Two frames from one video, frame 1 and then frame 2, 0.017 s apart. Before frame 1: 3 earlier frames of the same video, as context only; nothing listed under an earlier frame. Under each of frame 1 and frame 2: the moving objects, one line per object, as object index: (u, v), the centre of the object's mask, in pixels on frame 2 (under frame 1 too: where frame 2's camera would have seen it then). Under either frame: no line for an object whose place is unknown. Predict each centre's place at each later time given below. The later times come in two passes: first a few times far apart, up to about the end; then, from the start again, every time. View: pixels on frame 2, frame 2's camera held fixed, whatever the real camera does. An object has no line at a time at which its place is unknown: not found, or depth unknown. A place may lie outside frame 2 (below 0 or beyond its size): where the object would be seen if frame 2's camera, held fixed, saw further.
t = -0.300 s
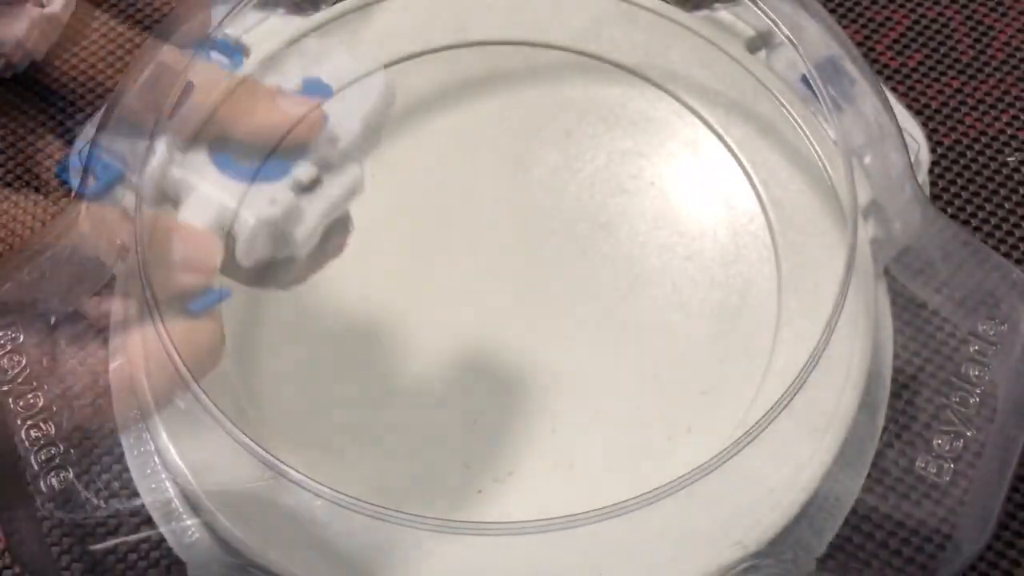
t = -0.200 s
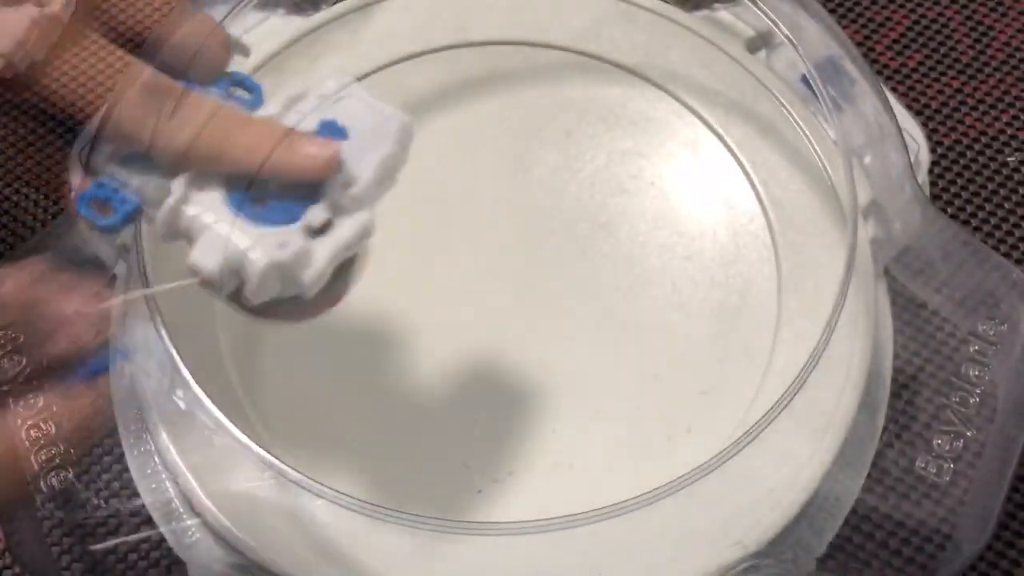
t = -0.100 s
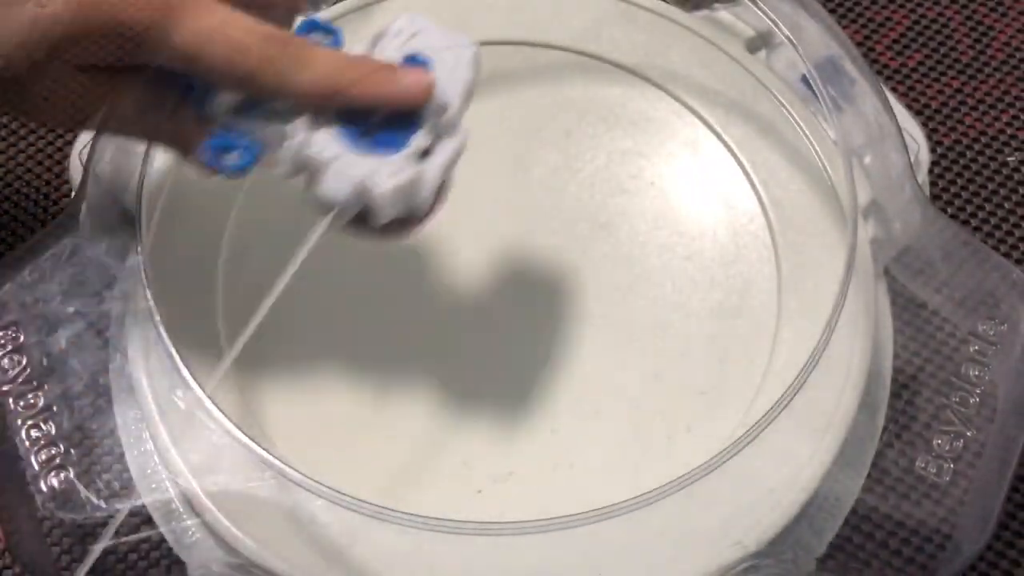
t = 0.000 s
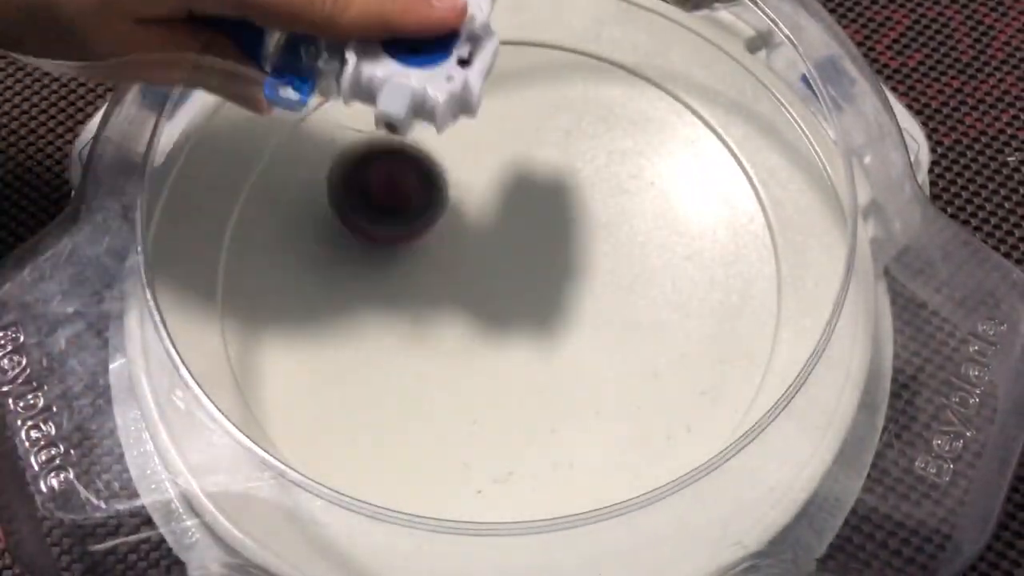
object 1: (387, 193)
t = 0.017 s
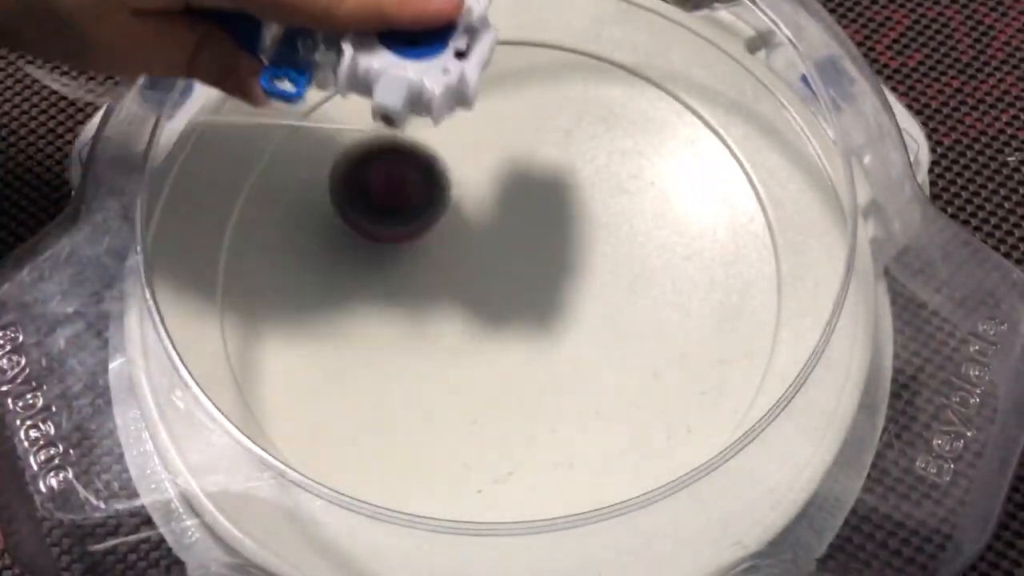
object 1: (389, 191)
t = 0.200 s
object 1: (475, 252)
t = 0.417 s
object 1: (548, 397)
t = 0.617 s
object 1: (425, 467)
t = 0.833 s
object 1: (297, 337)
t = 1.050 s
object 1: (482, 179)
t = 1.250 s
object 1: (726, 227)
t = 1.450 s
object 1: (678, 422)
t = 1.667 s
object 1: (383, 424)
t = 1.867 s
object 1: (355, 164)
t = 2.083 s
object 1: (624, 44)
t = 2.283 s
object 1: (806, 223)
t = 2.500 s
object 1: (685, 420)
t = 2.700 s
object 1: (365, 388)
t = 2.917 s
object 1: (321, 108)
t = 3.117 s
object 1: (569, 57)
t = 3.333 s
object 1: (716, 260)
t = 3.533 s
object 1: (504, 436)
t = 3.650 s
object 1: (319, 392)
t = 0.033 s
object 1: (393, 188)
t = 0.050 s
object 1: (397, 190)
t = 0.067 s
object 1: (402, 194)
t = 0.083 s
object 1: (409, 203)
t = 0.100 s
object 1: (415, 217)
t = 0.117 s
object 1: (423, 226)
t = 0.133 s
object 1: (432, 228)
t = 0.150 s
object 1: (442, 233)
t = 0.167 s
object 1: (452, 238)
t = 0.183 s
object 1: (463, 243)
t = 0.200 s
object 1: (475, 252)
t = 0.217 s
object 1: (485, 258)
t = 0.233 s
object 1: (496, 267)
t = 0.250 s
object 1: (502, 276)
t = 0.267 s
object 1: (513, 287)
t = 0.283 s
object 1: (521, 298)
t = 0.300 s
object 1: (529, 310)
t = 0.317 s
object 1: (535, 322)
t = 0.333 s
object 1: (541, 335)
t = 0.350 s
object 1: (545, 346)
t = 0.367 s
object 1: (548, 359)
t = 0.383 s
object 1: (549, 372)
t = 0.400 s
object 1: (549, 385)
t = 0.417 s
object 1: (548, 397)
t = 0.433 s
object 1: (545, 408)
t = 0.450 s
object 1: (541, 420)
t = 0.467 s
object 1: (535, 430)
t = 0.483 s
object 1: (528, 437)
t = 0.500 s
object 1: (519, 448)
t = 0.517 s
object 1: (508, 454)
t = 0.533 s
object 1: (496, 459)
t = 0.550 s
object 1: (483, 463)
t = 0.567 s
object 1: (470, 466)
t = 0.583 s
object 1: (456, 467)
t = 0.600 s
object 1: (441, 468)
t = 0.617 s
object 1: (425, 467)
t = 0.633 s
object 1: (412, 465)
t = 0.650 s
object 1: (394, 460)
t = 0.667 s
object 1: (376, 455)
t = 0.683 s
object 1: (366, 451)
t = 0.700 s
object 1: (348, 443)
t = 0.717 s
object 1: (334, 433)
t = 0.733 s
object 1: (328, 422)
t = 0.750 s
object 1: (316, 413)
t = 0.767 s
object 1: (306, 401)
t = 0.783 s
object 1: (298, 386)
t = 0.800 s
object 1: (298, 367)
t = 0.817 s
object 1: (297, 353)
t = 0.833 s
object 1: (297, 337)
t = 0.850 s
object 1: (300, 321)
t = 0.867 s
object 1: (307, 304)
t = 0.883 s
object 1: (315, 288)
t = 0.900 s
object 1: (326, 273)
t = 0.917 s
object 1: (338, 259)
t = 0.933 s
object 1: (352, 245)
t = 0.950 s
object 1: (368, 232)
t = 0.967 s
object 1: (384, 220)
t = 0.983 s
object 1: (402, 210)
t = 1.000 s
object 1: (420, 201)
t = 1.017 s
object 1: (440, 191)
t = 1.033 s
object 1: (460, 184)
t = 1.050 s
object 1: (482, 179)
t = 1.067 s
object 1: (503, 174)
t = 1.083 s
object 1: (526, 170)
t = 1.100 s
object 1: (547, 168)
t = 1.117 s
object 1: (571, 167)
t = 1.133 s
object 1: (591, 168)
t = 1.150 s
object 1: (614, 172)
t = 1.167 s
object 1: (636, 177)
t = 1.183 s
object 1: (655, 183)
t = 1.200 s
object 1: (675, 192)
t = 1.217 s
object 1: (693, 202)
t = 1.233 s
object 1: (710, 215)
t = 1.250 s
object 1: (726, 227)
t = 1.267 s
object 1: (741, 240)
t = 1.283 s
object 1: (756, 259)
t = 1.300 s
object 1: (766, 274)
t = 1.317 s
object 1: (772, 291)
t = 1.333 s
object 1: (770, 311)
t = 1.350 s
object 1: (764, 329)
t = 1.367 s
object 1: (756, 347)
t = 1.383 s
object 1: (742, 365)
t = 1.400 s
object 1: (729, 379)
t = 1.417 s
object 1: (714, 394)
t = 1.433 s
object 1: (696, 409)
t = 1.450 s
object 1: (678, 422)
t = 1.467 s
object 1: (660, 432)
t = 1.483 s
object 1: (641, 445)
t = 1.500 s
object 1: (619, 454)
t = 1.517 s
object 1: (596, 462)
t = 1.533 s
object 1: (572, 467)
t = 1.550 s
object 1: (549, 470)
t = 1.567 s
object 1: (526, 471)
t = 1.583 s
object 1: (496, 469)
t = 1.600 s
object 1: (471, 465)
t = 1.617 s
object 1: (448, 461)
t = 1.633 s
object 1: (427, 454)
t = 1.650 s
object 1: (405, 440)
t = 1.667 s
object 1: (383, 424)
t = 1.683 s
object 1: (365, 406)
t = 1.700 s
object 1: (352, 387)
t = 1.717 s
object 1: (341, 364)
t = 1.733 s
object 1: (331, 342)
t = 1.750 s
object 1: (326, 320)
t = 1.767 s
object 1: (323, 298)
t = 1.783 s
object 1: (324, 278)
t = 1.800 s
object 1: (323, 250)
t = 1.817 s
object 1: (329, 231)
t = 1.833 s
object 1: (334, 204)
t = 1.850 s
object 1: (343, 183)
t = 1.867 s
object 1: (355, 164)
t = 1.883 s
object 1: (369, 145)
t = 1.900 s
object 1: (384, 126)
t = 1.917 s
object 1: (401, 110)
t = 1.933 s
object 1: (418, 93)
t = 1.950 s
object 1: (437, 80)
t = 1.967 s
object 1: (459, 68)
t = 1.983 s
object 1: (482, 56)
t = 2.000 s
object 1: (504, 49)
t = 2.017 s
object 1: (528, 42)
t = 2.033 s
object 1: (554, 38)
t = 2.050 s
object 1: (577, 38)
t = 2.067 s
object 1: (601, 40)
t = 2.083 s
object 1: (624, 44)
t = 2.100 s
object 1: (647, 54)
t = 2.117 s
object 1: (670, 67)
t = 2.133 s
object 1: (692, 78)
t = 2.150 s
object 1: (714, 93)
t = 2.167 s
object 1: (734, 108)
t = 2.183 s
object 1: (755, 123)
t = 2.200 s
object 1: (769, 138)
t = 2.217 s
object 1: (783, 156)
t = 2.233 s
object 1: (793, 174)
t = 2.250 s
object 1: (799, 191)
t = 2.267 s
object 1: (803, 208)
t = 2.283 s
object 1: (806, 223)
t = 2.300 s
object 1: (806, 240)
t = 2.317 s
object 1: (804, 258)
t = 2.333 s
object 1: (802, 273)
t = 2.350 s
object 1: (798, 291)
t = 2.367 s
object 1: (792, 307)
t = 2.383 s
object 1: (785, 321)
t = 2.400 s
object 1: (777, 337)
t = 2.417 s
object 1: (767, 351)
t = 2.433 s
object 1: (756, 364)
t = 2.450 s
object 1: (741, 380)
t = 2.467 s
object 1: (725, 392)
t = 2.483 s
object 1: (707, 404)
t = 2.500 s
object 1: (685, 420)
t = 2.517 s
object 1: (665, 431)
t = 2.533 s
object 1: (640, 442)
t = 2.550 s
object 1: (614, 450)
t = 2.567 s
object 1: (587, 450)
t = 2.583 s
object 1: (559, 453)
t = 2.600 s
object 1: (528, 454)
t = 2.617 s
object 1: (496, 447)
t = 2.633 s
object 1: (465, 440)
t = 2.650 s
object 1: (438, 430)
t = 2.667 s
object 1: (412, 420)
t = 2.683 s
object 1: (388, 405)
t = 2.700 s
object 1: (365, 388)
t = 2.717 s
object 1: (346, 369)
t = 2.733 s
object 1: (327, 350)
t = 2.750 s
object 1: (312, 331)
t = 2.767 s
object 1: (299, 308)
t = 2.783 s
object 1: (291, 285)
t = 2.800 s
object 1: (286, 262)
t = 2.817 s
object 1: (283, 239)
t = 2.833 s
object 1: (282, 218)
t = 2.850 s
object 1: (287, 197)
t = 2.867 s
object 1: (293, 175)
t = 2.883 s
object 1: (302, 150)
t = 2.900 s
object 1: (309, 130)
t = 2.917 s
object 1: (321, 108)
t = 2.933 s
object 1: (335, 92)
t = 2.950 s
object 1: (349, 76)
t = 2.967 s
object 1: (367, 61)
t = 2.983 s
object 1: (387, 48)
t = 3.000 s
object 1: (408, 46)
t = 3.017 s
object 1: (433, 45)
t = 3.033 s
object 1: (457, 46)
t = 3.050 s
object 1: (480, 47)
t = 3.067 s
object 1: (503, 48)
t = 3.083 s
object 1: (523, 49)
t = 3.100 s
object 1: (546, 53)
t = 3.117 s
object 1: (569, 57)
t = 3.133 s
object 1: (589, 64)
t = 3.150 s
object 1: (611, 71)
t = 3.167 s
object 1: (627, 78)
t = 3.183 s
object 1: (647, 91)
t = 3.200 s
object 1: (661, 104)
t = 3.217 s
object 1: (674, 118)
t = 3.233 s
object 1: (684, 134)
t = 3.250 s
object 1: (696, 152)
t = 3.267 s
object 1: (704, 172)
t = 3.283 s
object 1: (710, 193)
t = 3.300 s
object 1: (715, 216)
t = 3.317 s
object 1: (716, 238)
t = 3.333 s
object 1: (716, 260)
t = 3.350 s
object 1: (711, 280)
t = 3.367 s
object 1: (702, 300)
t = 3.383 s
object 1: (693, 322)
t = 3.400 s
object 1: (679, 343)
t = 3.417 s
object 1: (663, 360)
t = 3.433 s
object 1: (645, 376)
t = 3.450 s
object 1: (623, 391)
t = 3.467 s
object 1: (605, 404)
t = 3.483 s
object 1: (584, 416)
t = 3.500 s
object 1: (558, 424)
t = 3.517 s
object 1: (530, 432)
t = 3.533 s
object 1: (504, 436)
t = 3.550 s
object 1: (477, 439)
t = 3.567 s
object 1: (450, 437)
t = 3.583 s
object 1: (422, 431)
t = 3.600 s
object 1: (393, 422)
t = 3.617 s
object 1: (368, 412)
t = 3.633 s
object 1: (343, 406)
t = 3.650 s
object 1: (319, 392)
